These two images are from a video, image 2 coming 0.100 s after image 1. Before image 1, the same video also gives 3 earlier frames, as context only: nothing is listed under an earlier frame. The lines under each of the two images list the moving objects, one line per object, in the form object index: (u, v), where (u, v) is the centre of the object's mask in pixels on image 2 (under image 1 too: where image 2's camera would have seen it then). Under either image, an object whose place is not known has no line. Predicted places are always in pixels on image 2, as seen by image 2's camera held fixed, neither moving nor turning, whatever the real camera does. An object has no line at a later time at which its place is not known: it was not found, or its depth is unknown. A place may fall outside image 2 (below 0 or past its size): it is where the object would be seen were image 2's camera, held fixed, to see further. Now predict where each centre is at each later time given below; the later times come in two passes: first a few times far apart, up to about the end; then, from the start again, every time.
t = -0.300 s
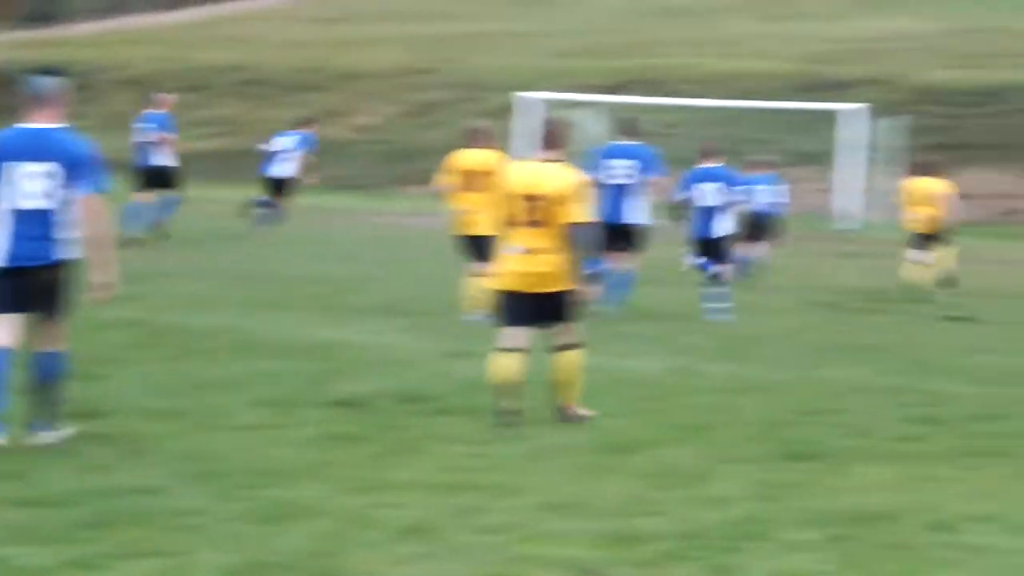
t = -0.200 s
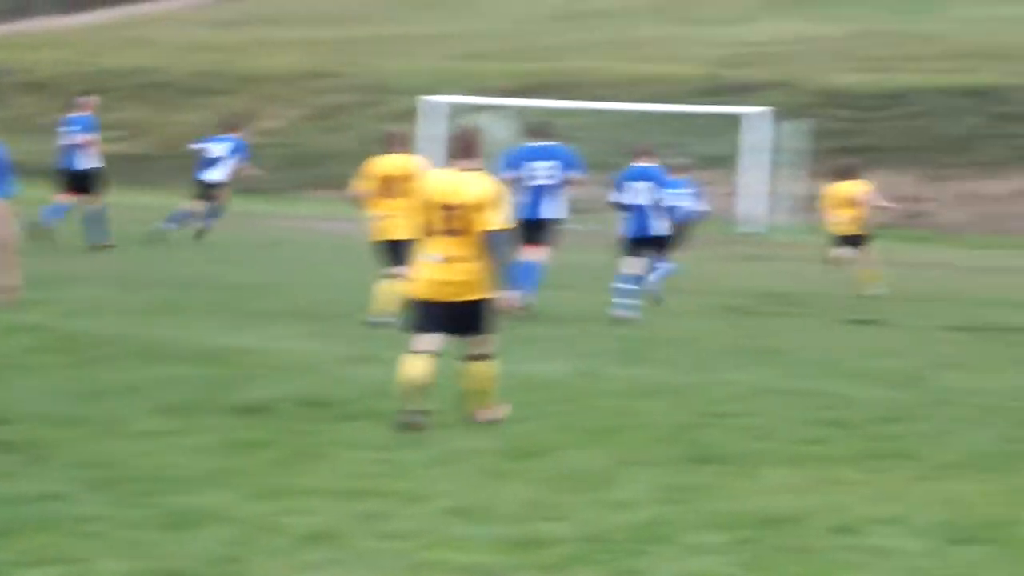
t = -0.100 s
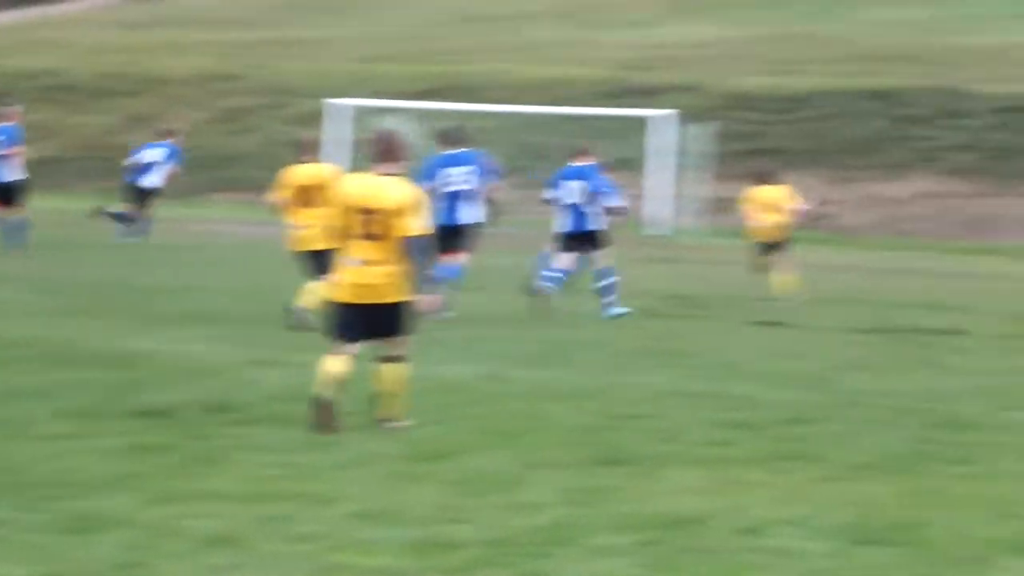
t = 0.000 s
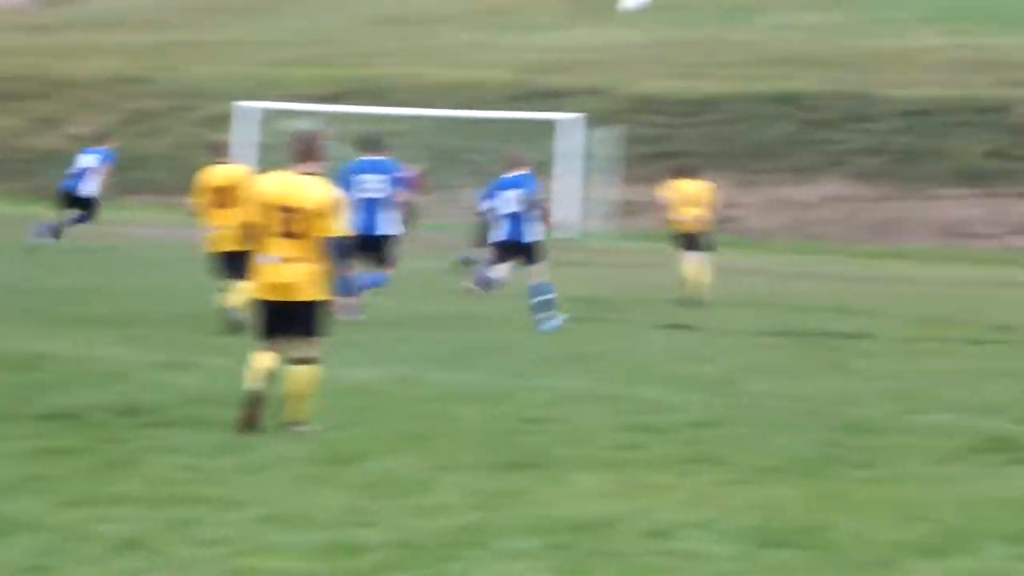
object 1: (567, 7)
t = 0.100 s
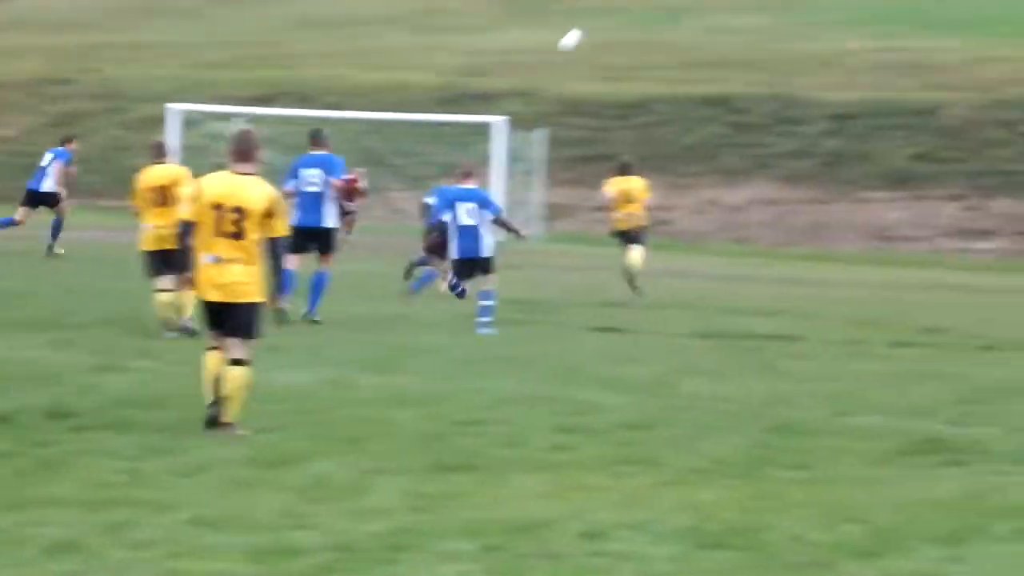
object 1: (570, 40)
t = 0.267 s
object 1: (580, 110)
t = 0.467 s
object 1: (585, 206)
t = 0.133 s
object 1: (572, 53)
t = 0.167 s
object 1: (575, 66)
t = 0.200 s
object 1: (577, 81)
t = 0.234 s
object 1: (579, 96)
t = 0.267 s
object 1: (580, 110)
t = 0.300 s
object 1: (581, 125)
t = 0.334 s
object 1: (582, 141)
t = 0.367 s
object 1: (584, 157)
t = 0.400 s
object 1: (584, 174)
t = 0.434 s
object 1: (585, 189)
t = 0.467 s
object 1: (585, 206)
